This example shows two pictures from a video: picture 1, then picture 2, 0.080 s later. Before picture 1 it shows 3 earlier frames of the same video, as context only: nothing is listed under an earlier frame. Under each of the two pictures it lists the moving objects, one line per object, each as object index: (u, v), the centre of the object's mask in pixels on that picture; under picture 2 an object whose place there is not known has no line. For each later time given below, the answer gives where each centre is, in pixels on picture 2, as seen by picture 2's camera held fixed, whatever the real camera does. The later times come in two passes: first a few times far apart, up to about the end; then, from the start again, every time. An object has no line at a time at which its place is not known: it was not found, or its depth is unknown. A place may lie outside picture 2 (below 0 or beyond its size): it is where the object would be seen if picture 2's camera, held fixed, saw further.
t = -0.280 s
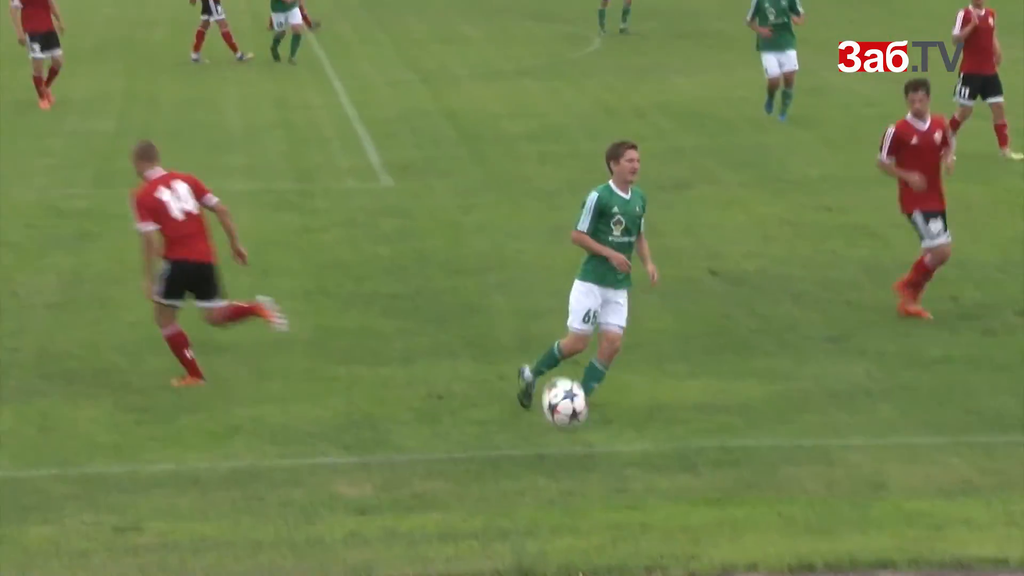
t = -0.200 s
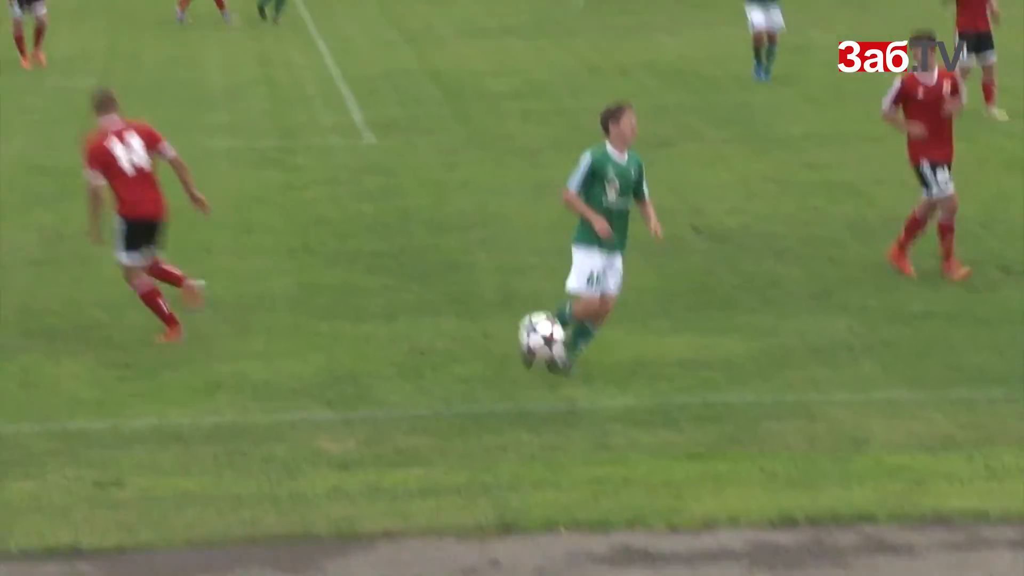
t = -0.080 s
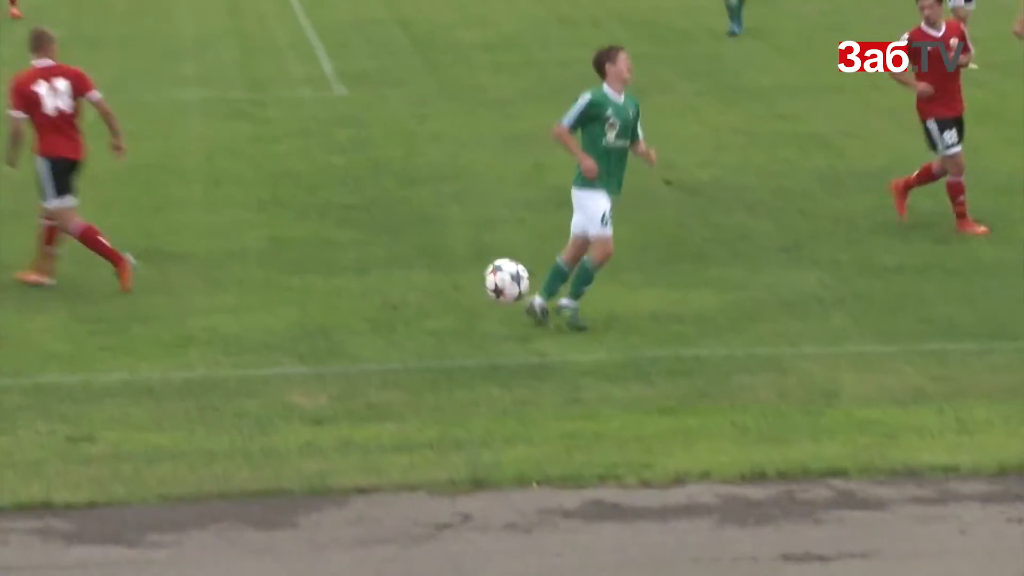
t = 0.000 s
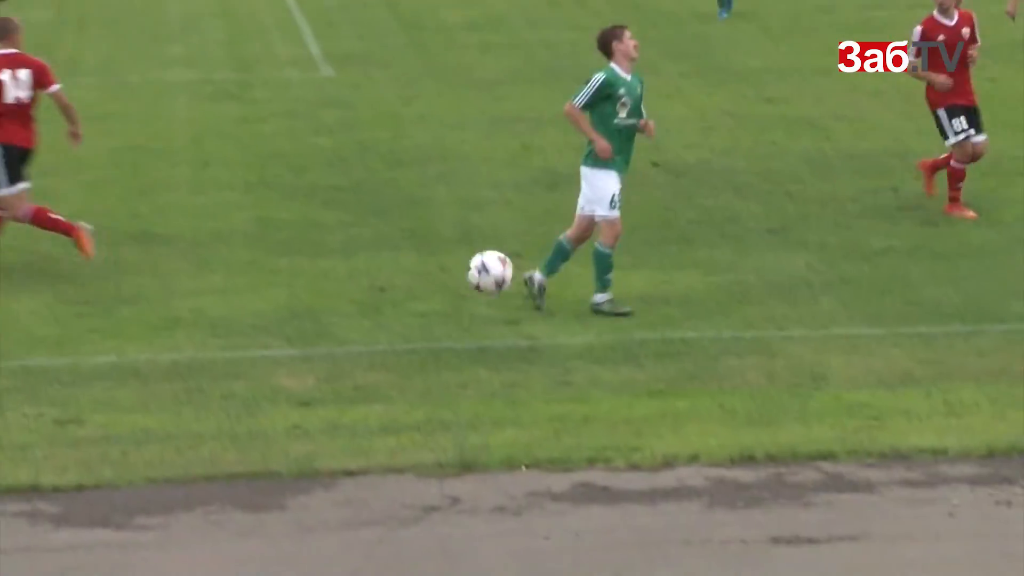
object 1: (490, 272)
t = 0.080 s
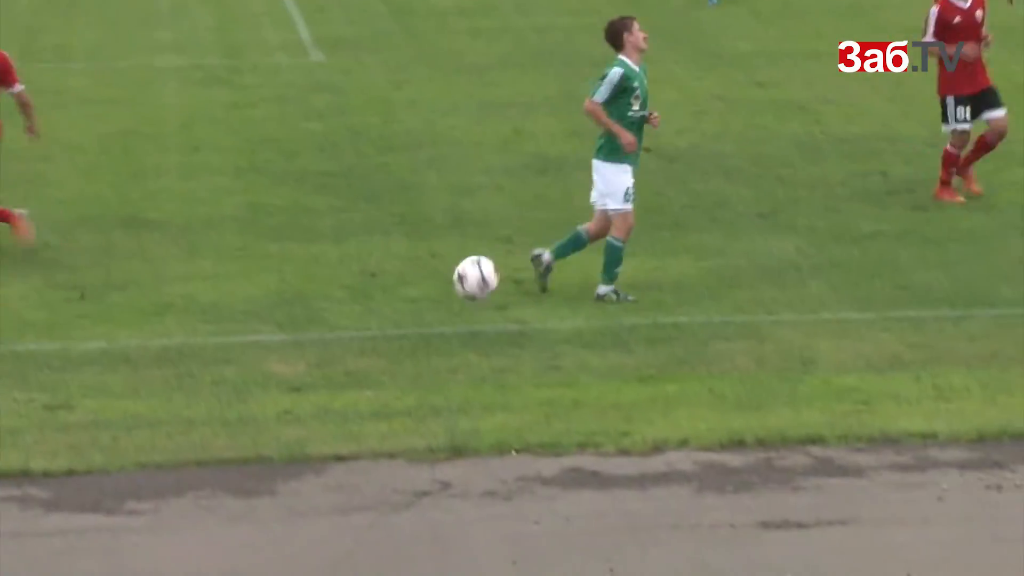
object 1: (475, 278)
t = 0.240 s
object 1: (469, 357)
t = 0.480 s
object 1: (465, 368)
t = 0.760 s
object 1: (468, 317)
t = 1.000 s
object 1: (473, 394)
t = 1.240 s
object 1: (485, 418)
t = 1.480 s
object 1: (504, 385)
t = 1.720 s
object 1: (525, 471)
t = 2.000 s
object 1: (546, 441)
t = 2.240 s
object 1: (565, 485)
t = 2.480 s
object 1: (586, 496)
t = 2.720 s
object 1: (608, 520)
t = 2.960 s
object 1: (631, 534)
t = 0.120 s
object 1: (474, 293)
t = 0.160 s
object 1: (472, 311)
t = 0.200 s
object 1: (471, 332)
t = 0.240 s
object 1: (469, 357)
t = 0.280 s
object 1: (467, 385)
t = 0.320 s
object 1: (466, 414)
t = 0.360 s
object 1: (465, 436)
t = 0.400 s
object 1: (465, 411)
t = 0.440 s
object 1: (465, 387)
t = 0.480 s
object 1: (465, 368)
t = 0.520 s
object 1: (465, 352)
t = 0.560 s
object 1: (465, 338)
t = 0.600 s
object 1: (466, 328)
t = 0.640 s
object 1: (466, 321)
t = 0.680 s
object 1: (467, 316)
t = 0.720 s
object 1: (467, 315)
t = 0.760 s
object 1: (468, 317)
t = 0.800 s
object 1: (469, 321)
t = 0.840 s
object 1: (470, 329)
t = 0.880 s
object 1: (470, 339)
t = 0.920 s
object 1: (471, 355)
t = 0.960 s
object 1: (472, 372)
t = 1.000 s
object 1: (473, 394)
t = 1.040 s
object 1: (475, 419)
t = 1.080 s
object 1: (476, 446)
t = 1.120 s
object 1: (478, 474)
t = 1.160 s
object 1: (480, 454)
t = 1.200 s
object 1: (483, 435)
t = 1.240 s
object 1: (485, 418)
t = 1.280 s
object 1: (488, 405)
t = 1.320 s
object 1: (491, 394)
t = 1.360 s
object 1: (494, 388)
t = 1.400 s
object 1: (497, 384)
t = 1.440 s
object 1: (501, 382)
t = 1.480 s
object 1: (504, 385)
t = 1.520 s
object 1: (507, 391)
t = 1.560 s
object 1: (510, 399)
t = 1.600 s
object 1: (514, 411)
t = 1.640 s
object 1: (517, 427)
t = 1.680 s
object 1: (521, 446)
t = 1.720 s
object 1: (525, 471)
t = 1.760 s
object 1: (529, 497)
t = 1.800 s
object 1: (532, 498)
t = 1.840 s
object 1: (535, 481)
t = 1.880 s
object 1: (537, 466)
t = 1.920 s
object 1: (540, 455)
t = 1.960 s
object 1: (543, 446)
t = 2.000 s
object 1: (546, 441)
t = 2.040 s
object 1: (548, 440)
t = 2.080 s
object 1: (552, 443)
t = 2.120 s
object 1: (555, 446)
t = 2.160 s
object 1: (559, 457)
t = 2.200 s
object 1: (562, 468)
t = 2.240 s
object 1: (565, 485)
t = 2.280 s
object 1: (569, 505)
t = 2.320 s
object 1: (573, 530)
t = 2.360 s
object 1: (577, 531)
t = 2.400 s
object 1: (580, 515)
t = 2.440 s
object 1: (583, 504)
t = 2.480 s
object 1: (586, 496)
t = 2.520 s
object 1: (590, 491)
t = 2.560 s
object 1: (593, 490)
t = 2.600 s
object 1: (596, 492)
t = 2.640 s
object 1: (600, 497)
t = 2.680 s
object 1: (604, 507)
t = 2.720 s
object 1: (608, 520)
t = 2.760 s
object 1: (613, 538)
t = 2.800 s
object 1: (617, 558)
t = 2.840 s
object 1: (621, 560)
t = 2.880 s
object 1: (625, 548)
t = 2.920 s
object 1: (628, 539)
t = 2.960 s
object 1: (631, 534)
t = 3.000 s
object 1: (636, 531)
